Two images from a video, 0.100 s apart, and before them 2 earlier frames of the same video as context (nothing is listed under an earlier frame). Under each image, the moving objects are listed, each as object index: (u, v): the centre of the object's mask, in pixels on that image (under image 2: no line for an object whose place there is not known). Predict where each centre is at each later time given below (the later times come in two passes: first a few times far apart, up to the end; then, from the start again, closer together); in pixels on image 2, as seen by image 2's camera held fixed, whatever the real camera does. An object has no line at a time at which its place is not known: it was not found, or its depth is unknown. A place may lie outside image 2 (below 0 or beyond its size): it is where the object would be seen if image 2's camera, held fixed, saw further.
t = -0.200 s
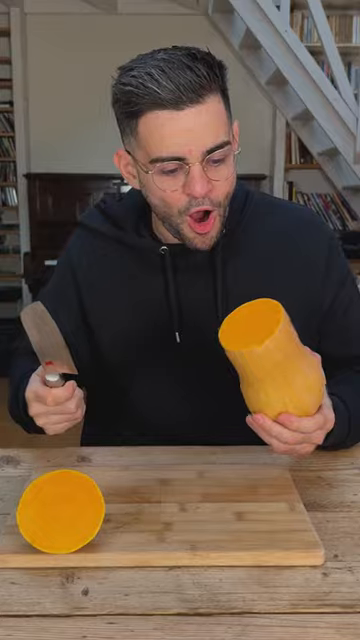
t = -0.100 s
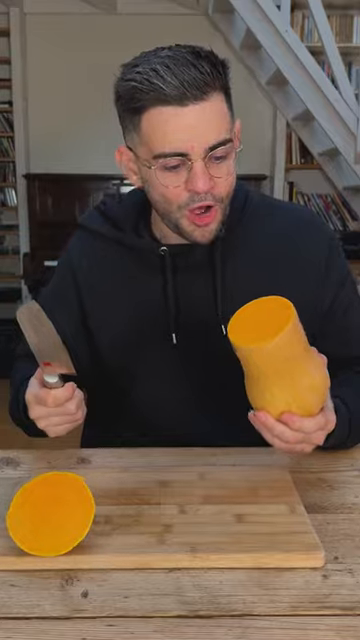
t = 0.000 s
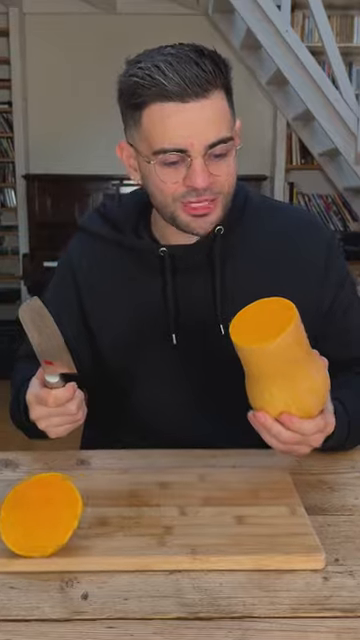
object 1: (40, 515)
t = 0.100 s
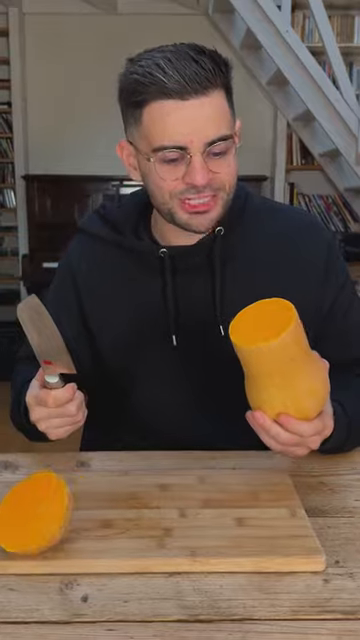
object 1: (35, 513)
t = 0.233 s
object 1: (32, 510)
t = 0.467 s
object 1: (55, 491)
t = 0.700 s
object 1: (82, 494)
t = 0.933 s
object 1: (92, 504)
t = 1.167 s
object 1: (96, 507)
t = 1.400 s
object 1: (94, 510)
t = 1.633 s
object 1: (95, 509)
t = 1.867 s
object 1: (94, 506)
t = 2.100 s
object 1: (90, 505)
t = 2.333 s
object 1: (83, 498)
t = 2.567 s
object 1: (69, 493)
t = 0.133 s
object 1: (33, 513)
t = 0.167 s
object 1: (32, 511)
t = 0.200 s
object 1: (32, 510)
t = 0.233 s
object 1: (32, 510)
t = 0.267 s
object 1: (34, 508)
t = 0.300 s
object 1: (35, 507)
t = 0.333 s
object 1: (36, 506)
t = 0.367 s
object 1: (40, 501)
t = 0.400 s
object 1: (44, 496)
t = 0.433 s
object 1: (46, 495)
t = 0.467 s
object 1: (55, 491)
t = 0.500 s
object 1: (61, 490)
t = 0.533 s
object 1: (63, 490)
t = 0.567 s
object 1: (70, 490)
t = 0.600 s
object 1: (72, 491)
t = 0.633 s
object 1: (74, 491)
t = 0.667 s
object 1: (79, 493)
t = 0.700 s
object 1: (82, 494)
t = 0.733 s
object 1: (83, 495)
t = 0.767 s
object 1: (87, 497)
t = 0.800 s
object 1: (88, 499)
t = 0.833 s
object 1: (89, 499)
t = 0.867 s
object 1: (92, 502)
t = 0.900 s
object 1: (92, 503)
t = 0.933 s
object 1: (92, 504)
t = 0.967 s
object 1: (93, 505)
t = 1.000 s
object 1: (94, 505)
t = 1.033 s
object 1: (94, 505)
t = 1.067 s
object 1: (95, 506)
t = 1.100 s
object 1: (95, 506)
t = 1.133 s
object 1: (95, 506)
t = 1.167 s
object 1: (96, 507)
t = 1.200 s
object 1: (96, 508)
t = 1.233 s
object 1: (95, 508)
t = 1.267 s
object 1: (94, 509)
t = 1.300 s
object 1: (94, 509)
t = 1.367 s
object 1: (94, 510)
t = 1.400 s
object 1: (94, 510)
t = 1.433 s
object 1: (94, 510)
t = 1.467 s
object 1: (94, 510)
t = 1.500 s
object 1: (94, 510)
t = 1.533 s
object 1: (94, 510)
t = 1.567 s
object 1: (94, 509)
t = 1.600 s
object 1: (95, 509)
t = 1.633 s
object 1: (95, 509)
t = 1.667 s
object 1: (95, 508)
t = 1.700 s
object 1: (95, 508)
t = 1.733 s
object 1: (95, 508)
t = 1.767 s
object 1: (95, 507)
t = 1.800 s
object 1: (94, 506)
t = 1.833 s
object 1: (94, 506)
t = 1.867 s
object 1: (94, 506)
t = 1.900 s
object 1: (93, 506)
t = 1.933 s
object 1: (94, 505)
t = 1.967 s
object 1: (94, 505)
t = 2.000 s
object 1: (93, 504)
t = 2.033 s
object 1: (93, 504)
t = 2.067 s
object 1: (91, 504)
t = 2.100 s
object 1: (90, 505)
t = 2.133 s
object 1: (90, 505)
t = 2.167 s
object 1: (90, 504)
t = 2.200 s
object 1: (89, 502)
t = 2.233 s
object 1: (89, 502)
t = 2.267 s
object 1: (86, 500)
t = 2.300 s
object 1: (84, 498)
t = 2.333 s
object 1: (83, 498)
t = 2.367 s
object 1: (80, 498)
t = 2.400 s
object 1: (77, 496)
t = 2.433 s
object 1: (76, 496)
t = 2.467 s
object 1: (75, 495)
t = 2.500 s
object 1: (71, 494)
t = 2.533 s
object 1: (70, 493)
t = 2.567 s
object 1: (69, 493)
